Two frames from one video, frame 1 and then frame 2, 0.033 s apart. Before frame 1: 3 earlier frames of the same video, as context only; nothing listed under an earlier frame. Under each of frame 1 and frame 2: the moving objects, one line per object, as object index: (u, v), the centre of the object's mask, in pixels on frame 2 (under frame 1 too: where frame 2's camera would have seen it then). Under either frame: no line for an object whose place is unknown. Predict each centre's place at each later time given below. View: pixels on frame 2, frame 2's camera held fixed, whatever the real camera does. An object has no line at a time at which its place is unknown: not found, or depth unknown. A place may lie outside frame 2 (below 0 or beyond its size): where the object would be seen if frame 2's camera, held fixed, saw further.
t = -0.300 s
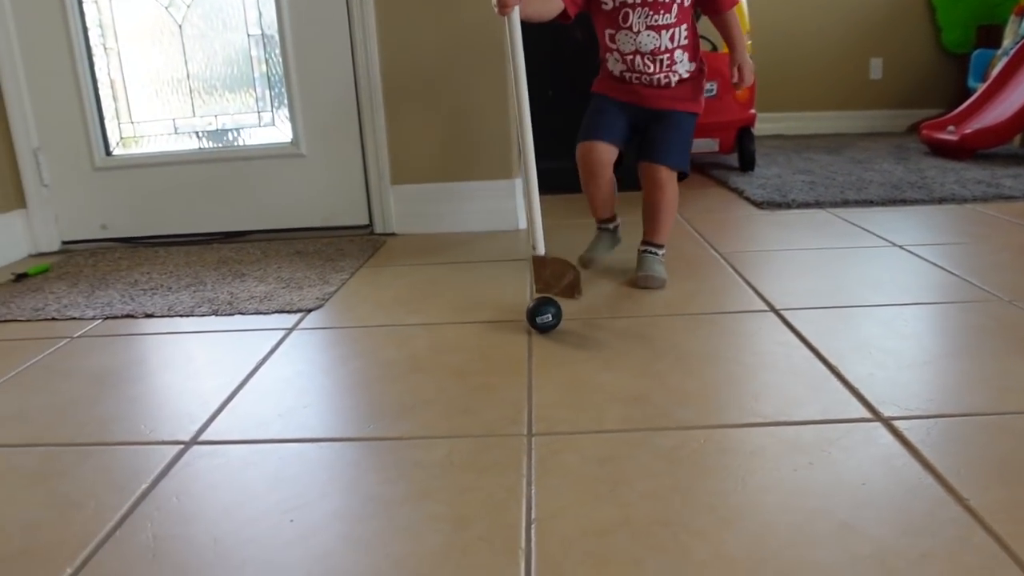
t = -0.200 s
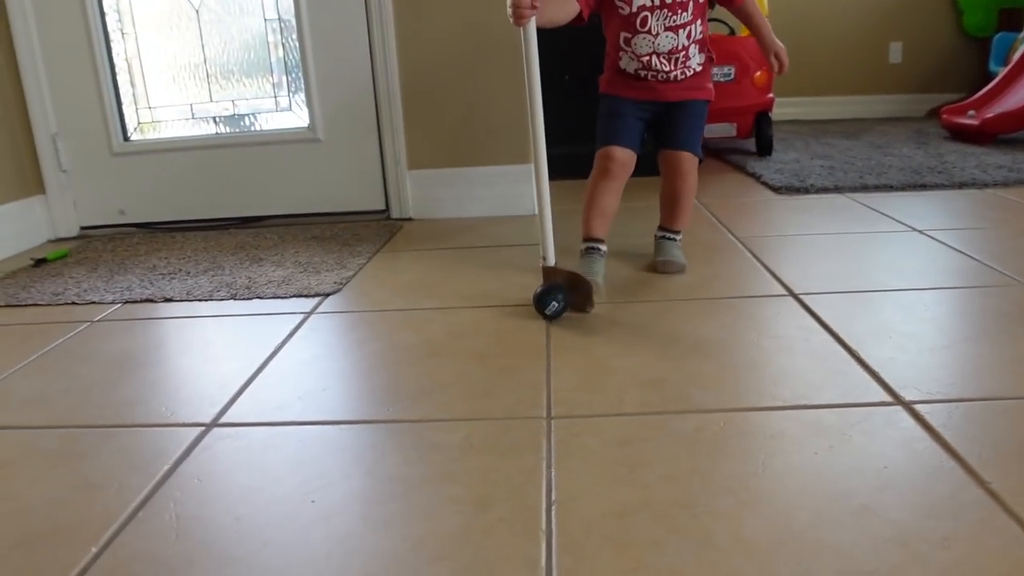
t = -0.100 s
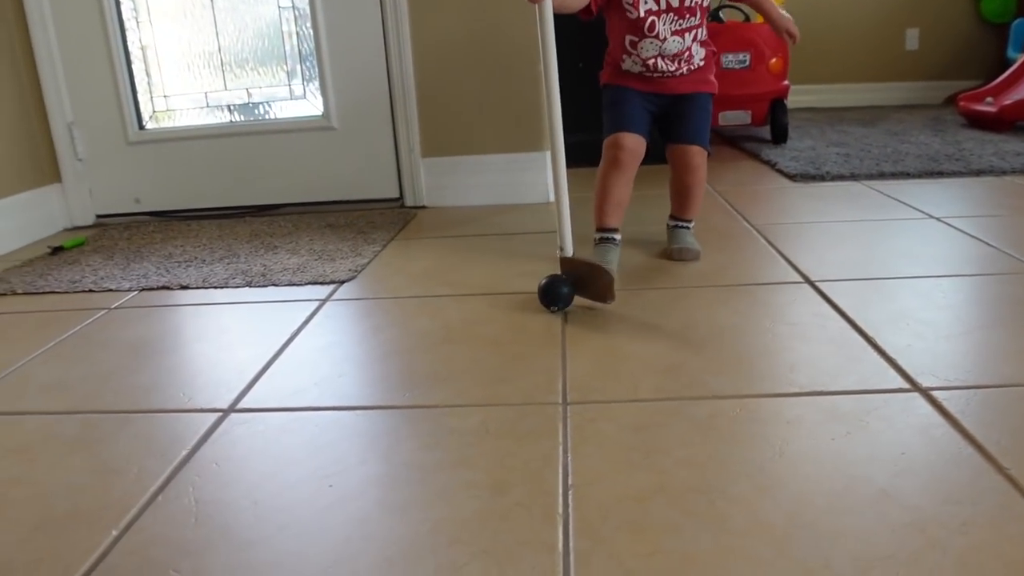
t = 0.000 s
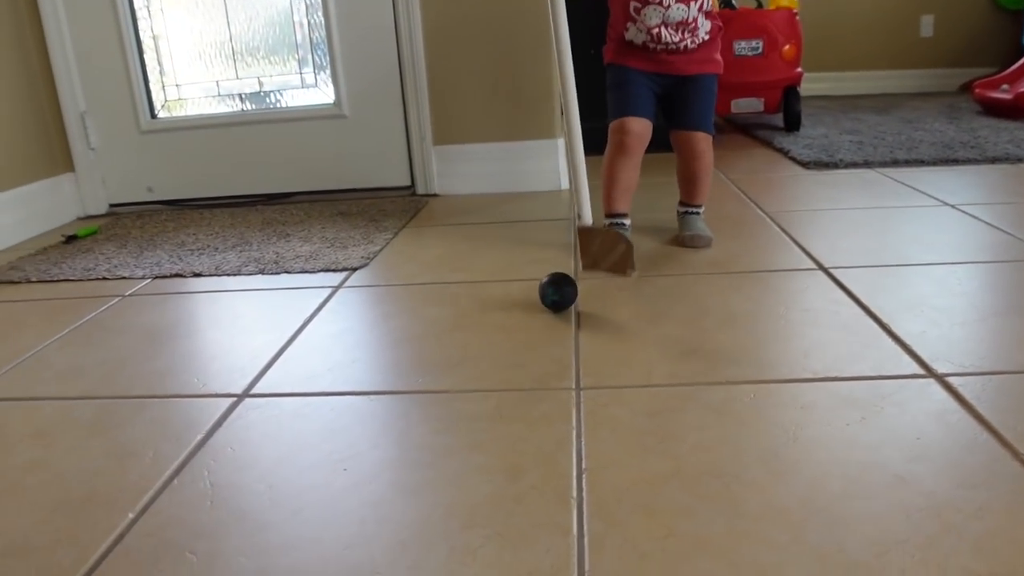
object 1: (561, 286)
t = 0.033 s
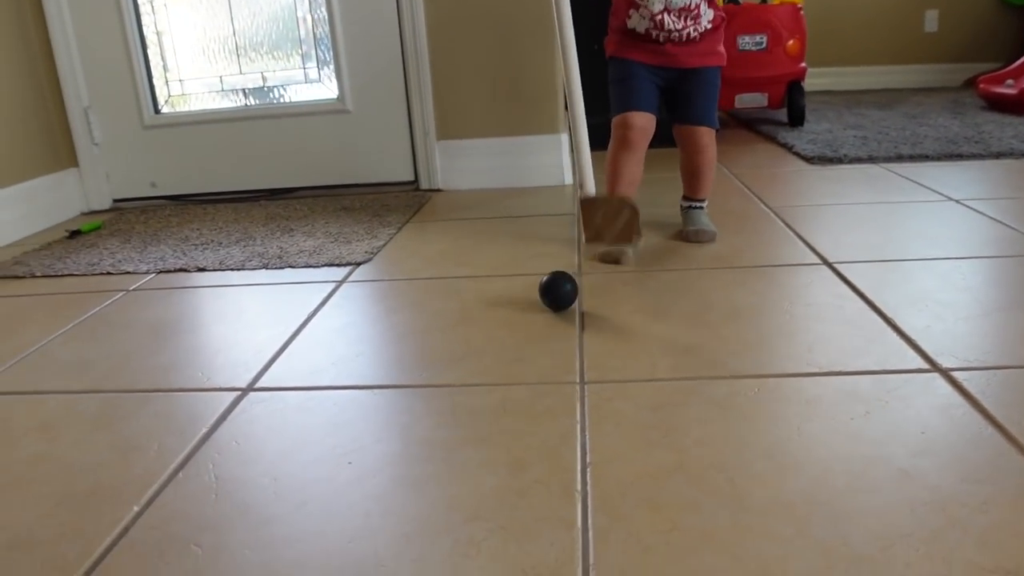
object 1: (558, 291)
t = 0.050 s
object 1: (556, 293)
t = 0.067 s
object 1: (554, 295)
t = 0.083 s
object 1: (553, 297)
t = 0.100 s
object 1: (551, 299)
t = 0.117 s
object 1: (549, 302)
